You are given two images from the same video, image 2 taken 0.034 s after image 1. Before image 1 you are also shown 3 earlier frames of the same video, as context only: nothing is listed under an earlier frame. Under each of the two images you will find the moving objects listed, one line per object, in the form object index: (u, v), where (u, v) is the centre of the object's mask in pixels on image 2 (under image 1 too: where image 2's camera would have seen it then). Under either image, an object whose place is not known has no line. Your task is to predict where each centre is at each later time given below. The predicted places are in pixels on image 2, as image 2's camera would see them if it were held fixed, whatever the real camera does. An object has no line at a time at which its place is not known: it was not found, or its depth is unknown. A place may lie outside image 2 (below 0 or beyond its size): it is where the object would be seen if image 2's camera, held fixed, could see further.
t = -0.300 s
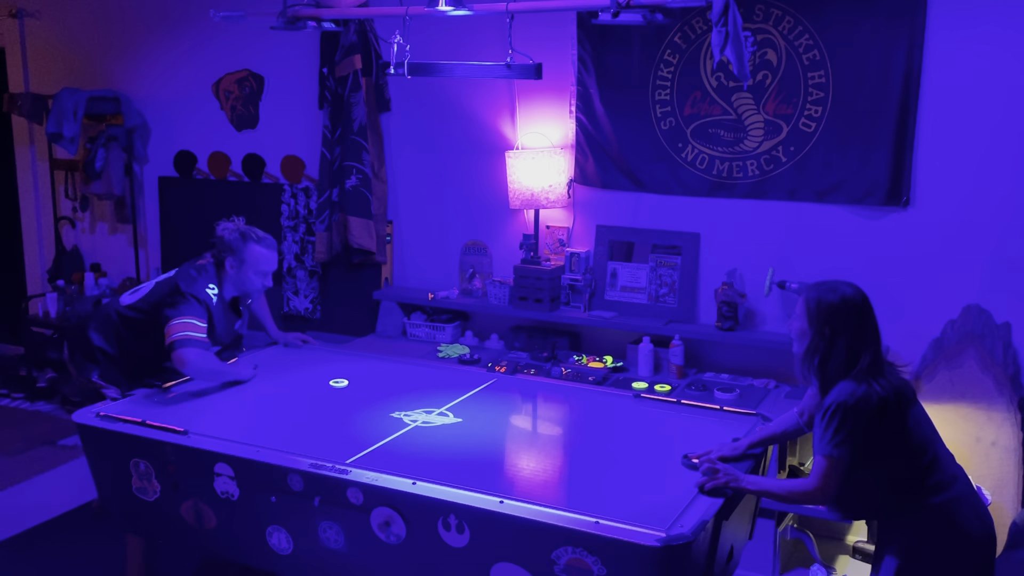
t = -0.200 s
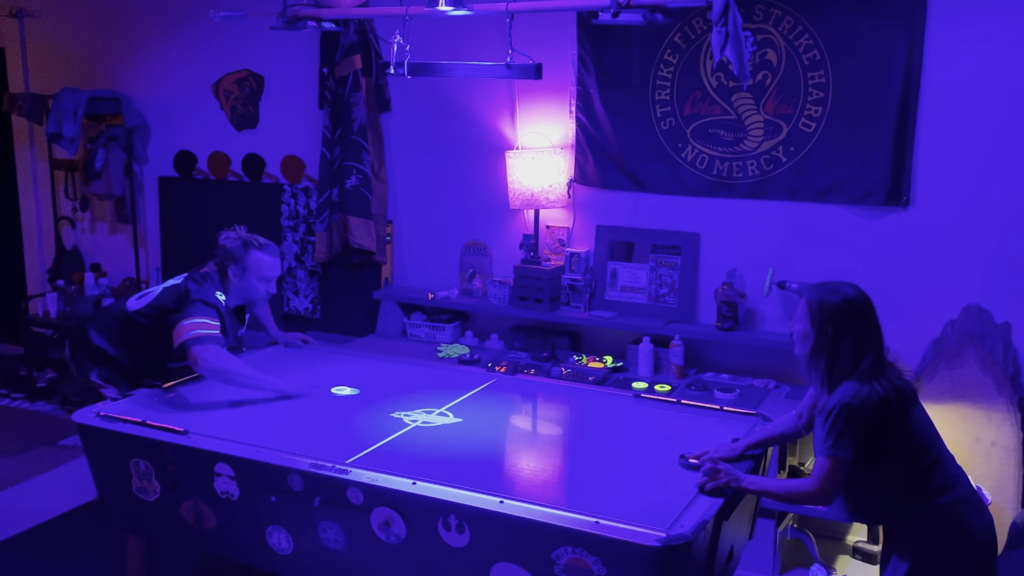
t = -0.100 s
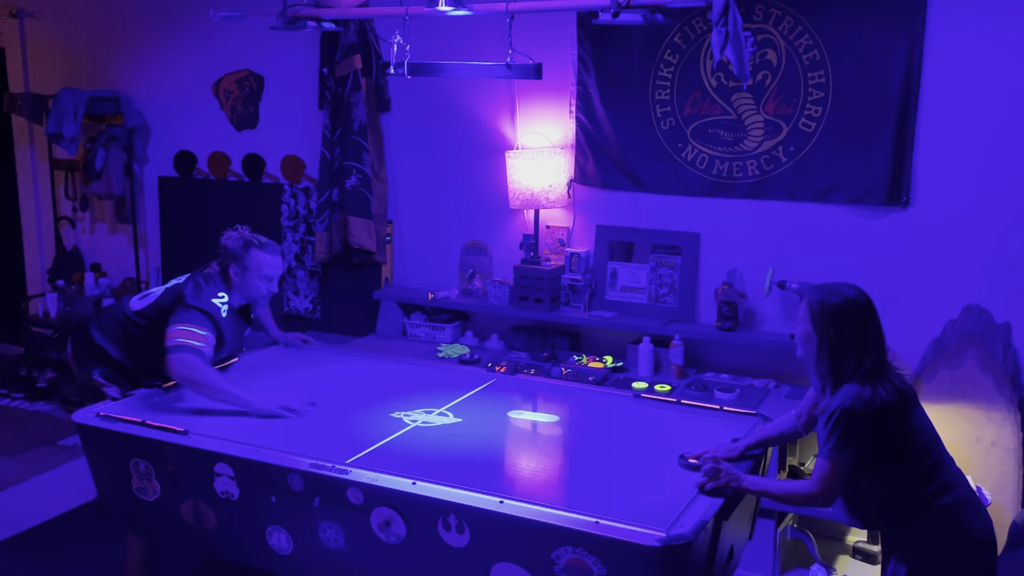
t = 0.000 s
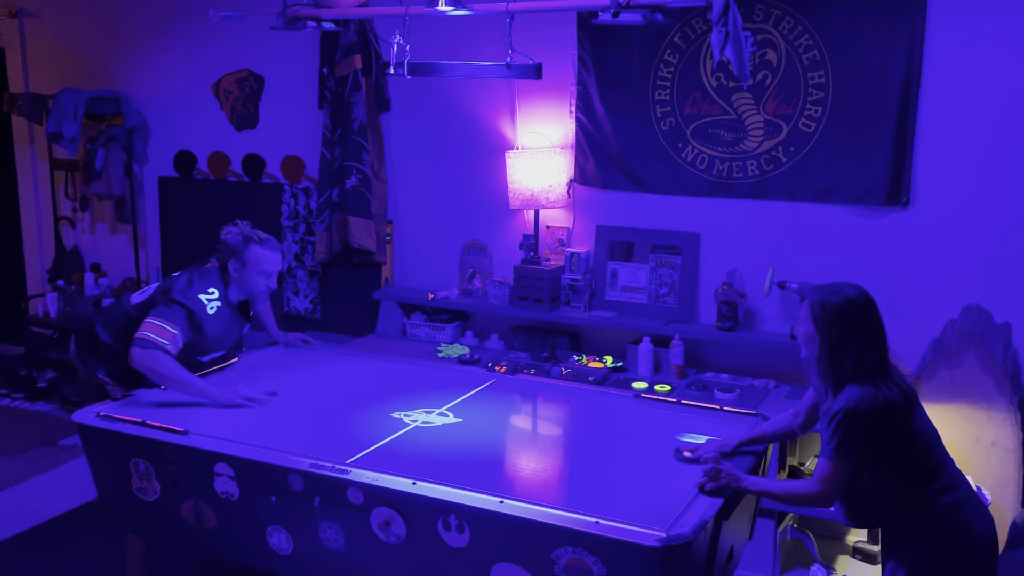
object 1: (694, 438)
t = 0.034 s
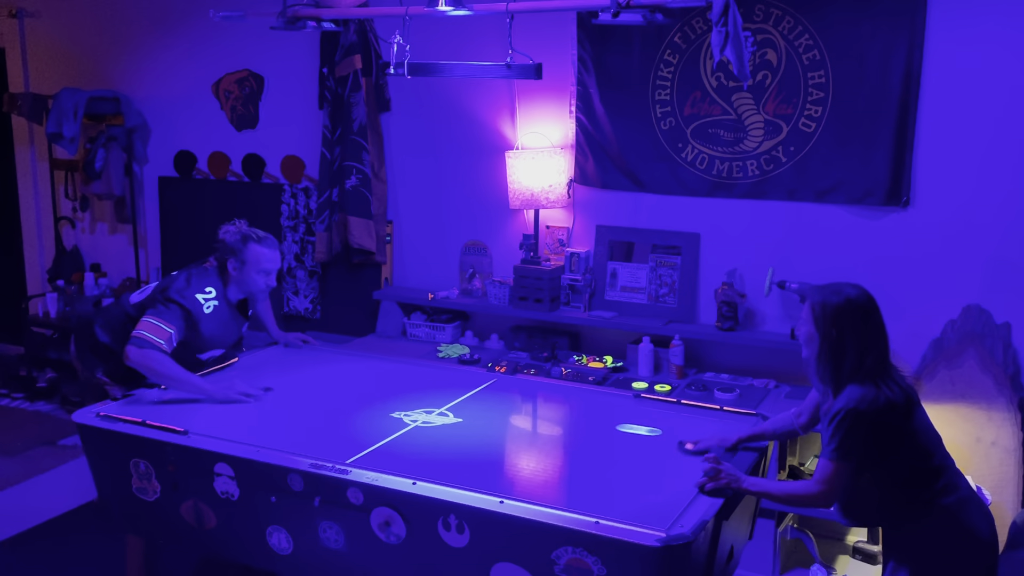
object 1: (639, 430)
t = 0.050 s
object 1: (610, 426)
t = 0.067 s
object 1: (582, 422)
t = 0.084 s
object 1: (554, 417)
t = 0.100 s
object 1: (528, 413)
